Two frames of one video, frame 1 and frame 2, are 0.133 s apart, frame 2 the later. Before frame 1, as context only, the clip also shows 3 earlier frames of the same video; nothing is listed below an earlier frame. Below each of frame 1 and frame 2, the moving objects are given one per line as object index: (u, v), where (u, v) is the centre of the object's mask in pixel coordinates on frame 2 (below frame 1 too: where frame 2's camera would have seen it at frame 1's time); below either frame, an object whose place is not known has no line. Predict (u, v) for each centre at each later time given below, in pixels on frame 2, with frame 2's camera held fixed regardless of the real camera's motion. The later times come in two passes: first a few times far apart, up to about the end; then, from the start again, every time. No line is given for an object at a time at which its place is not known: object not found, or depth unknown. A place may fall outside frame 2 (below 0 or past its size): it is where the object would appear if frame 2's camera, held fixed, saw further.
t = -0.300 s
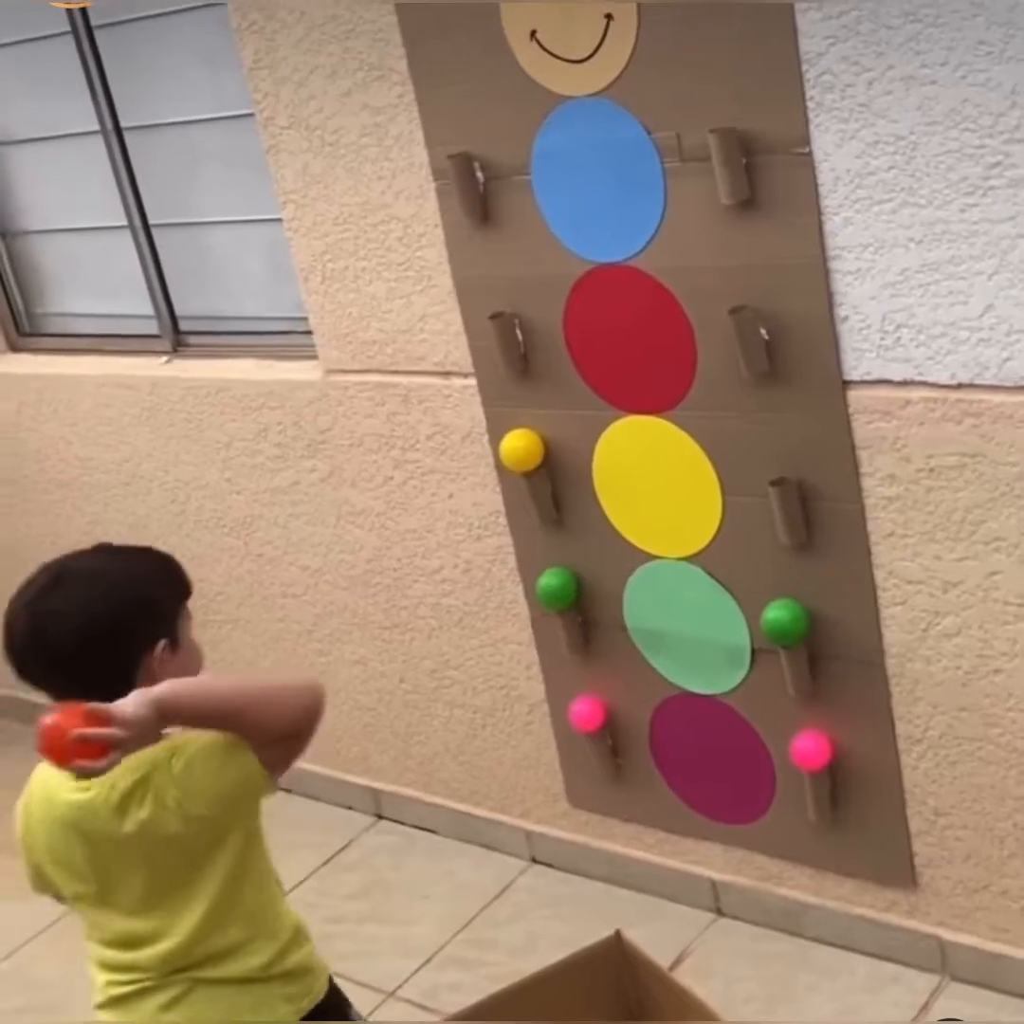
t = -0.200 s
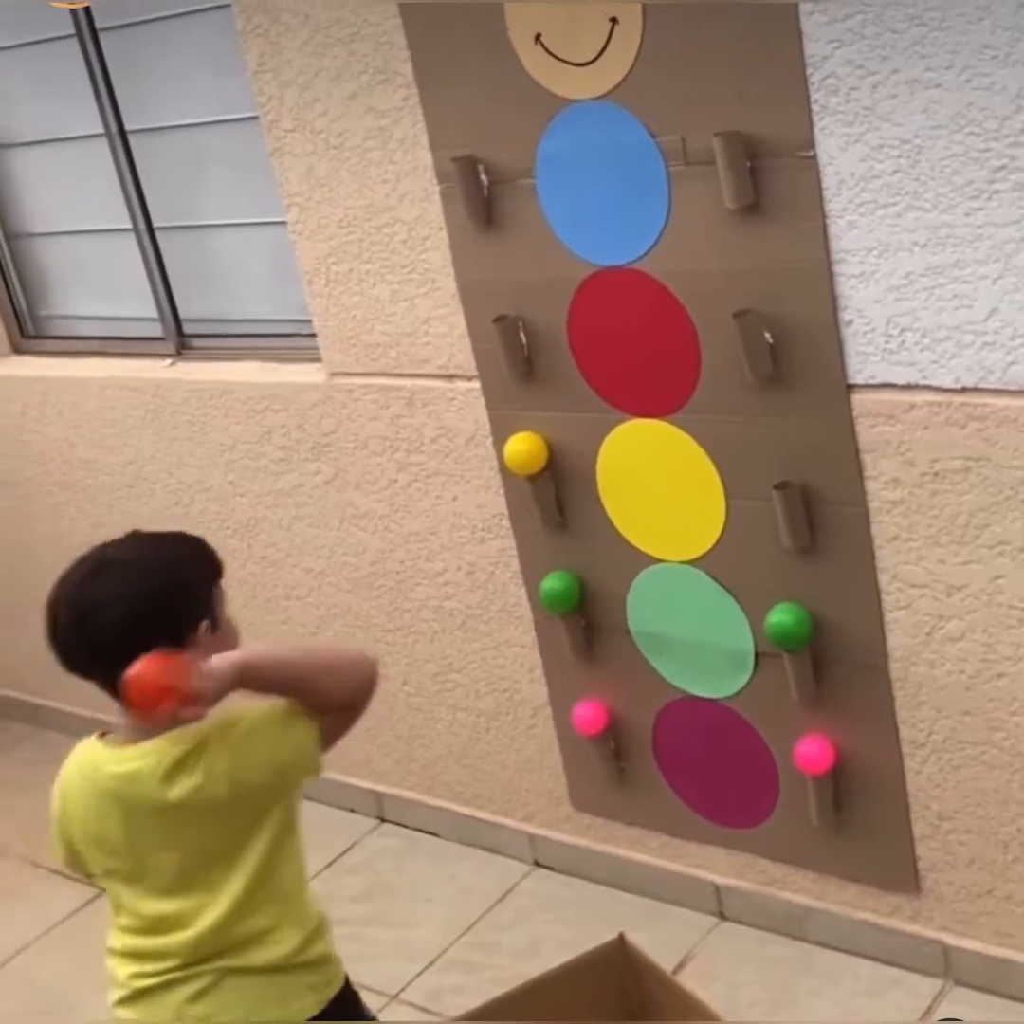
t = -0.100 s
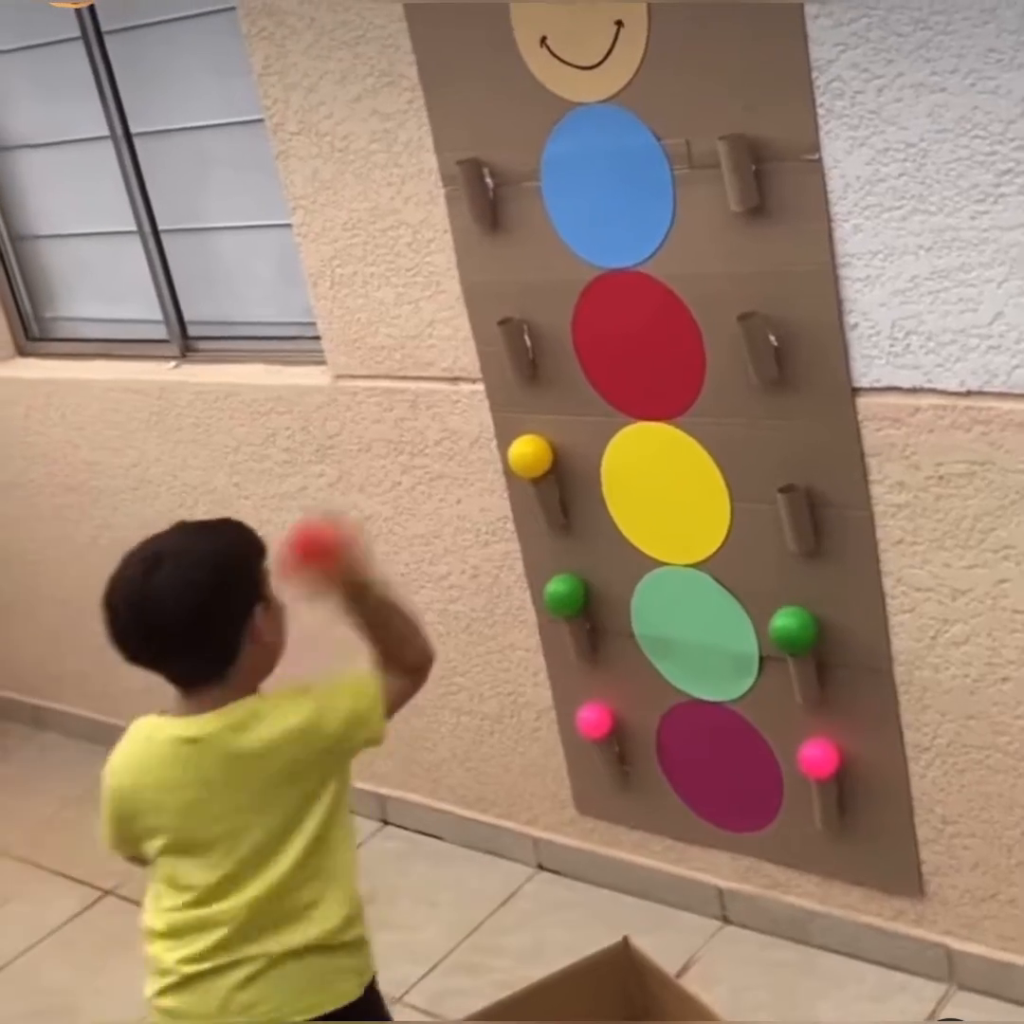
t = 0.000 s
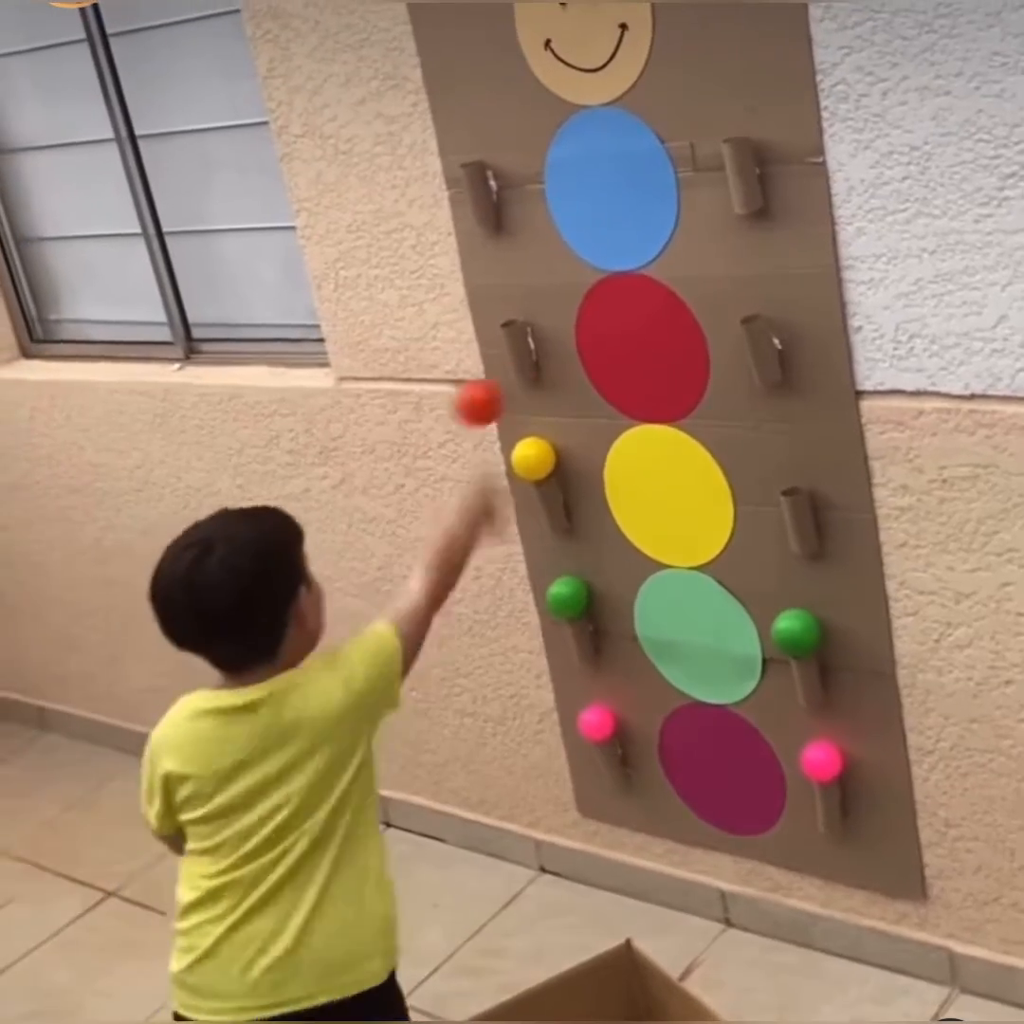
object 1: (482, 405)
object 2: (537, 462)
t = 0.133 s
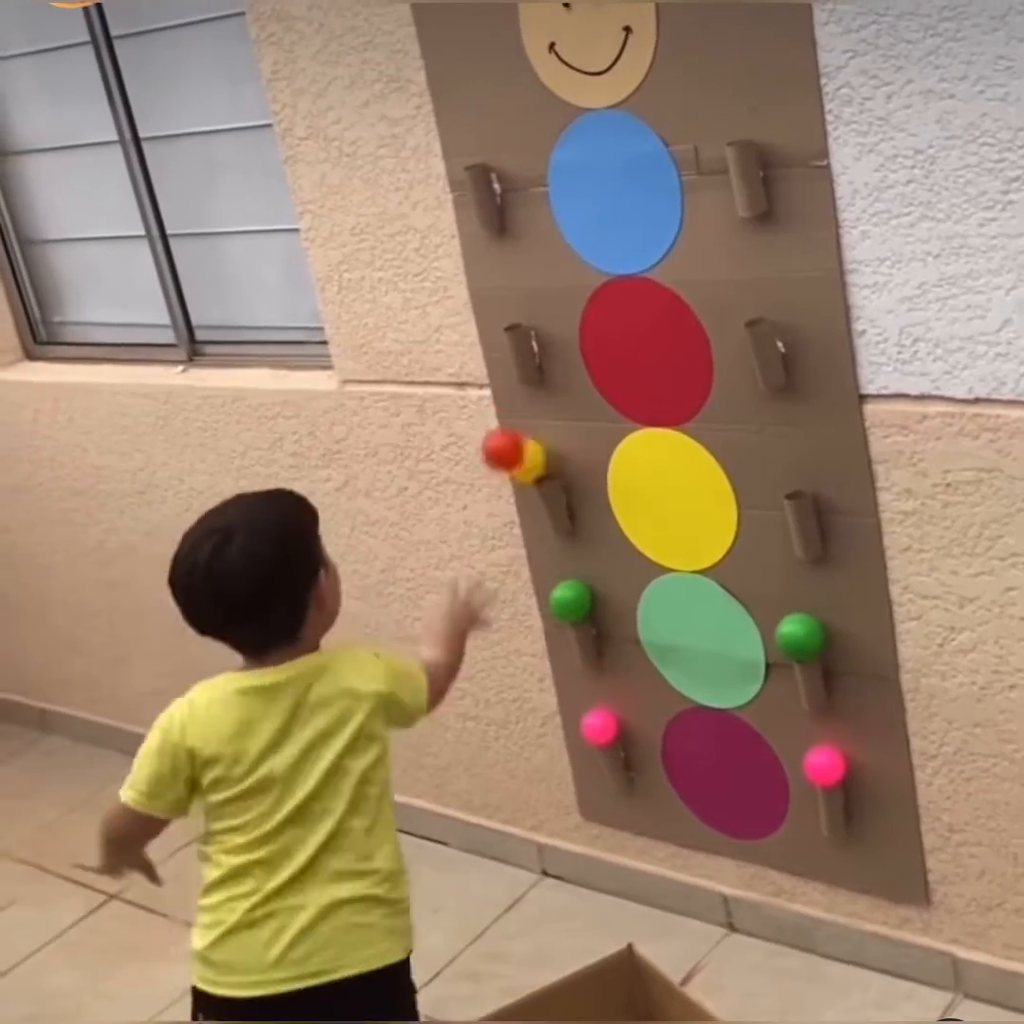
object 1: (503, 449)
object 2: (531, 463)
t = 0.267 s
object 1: (456, 577)
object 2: (504, 505)
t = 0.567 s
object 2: (530, 872)
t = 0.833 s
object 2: (480, 782)
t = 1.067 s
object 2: (493, 919)
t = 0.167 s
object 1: (488, 471)
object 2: (522, 464)
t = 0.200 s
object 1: (476, 501)
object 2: (512, 473)
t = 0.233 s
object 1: (467, 536)
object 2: (507, 487)
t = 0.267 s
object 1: (456, 577)
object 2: (504, 505)
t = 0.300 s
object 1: (446, 626)
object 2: (502, 529)
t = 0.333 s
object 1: (441, 682)
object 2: (501, 558)
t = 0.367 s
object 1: (434, 741)
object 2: (500, 591)
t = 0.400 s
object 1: (429, 806)
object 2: (502, 627)
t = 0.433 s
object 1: (427, 880)
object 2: (505, 670)
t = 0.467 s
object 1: (427, 954)
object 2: (510, 715)
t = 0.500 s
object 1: (432, 1008)
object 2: (516, 763)
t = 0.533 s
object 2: (522, 816)
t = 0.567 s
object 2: (530, 872)
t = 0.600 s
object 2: (528, 886)
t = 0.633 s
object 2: (517, 854)
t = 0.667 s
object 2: (508, 831)
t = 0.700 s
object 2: (500, 810)
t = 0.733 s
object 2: (494, 795)
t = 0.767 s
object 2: (487, 786)
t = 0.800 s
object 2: (483, 781)
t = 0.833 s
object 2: (480, 782)
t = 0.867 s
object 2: (479, 786)
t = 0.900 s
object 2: (478, 796)
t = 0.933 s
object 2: (478, 812)
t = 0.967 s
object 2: (479, 831)
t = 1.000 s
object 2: (483, 856)
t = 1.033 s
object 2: (488, 885)
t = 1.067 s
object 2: (493, 919)
